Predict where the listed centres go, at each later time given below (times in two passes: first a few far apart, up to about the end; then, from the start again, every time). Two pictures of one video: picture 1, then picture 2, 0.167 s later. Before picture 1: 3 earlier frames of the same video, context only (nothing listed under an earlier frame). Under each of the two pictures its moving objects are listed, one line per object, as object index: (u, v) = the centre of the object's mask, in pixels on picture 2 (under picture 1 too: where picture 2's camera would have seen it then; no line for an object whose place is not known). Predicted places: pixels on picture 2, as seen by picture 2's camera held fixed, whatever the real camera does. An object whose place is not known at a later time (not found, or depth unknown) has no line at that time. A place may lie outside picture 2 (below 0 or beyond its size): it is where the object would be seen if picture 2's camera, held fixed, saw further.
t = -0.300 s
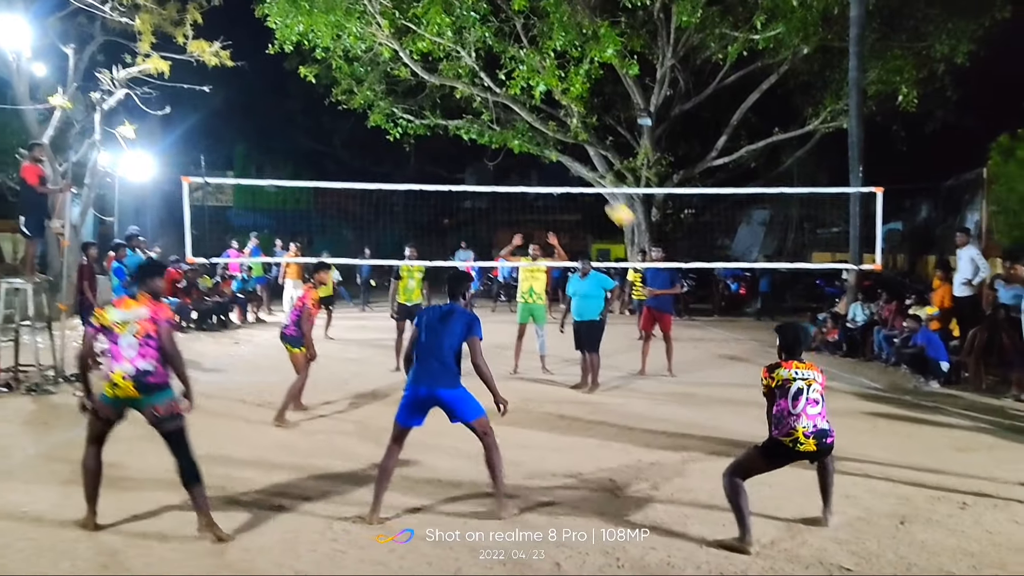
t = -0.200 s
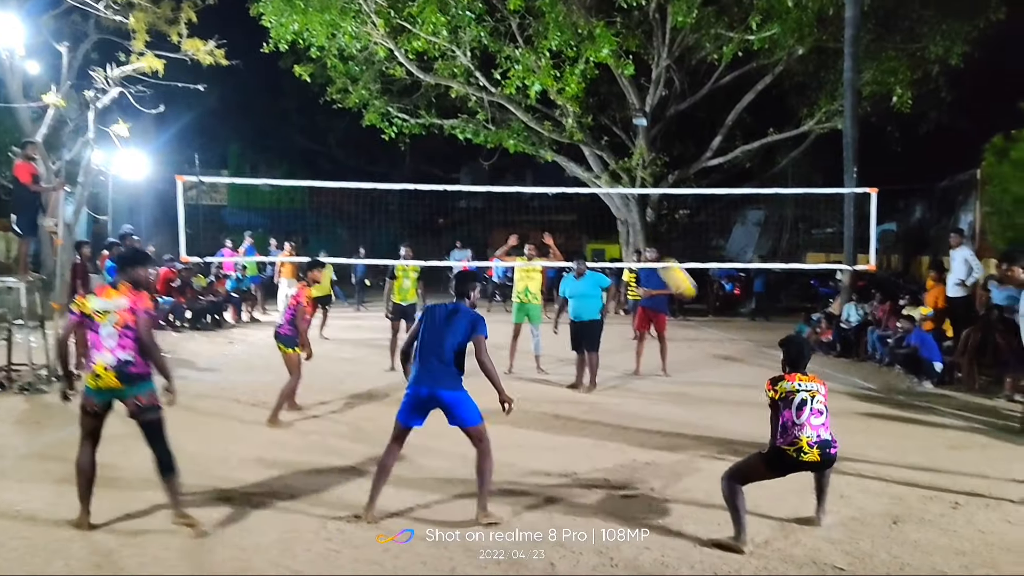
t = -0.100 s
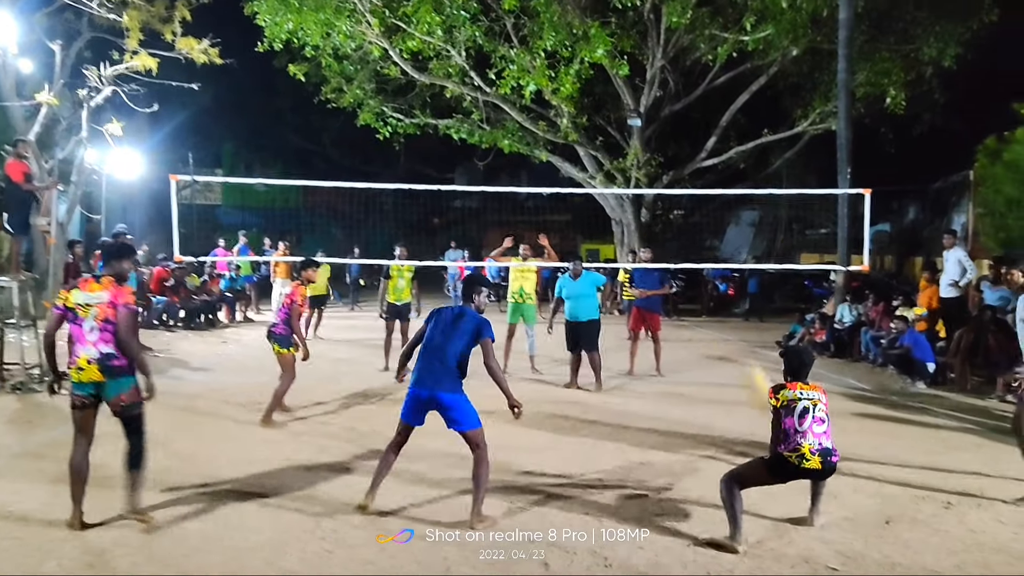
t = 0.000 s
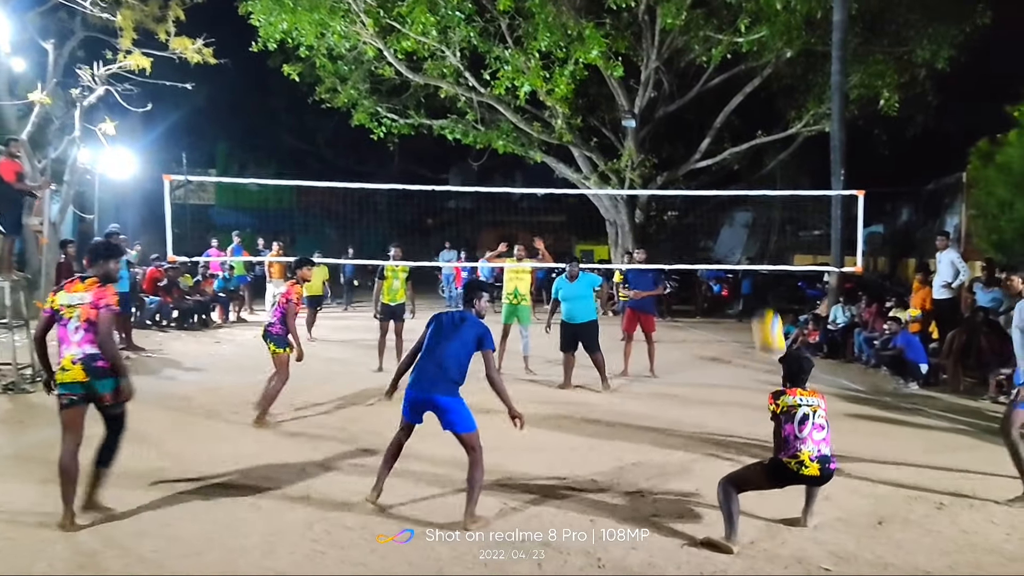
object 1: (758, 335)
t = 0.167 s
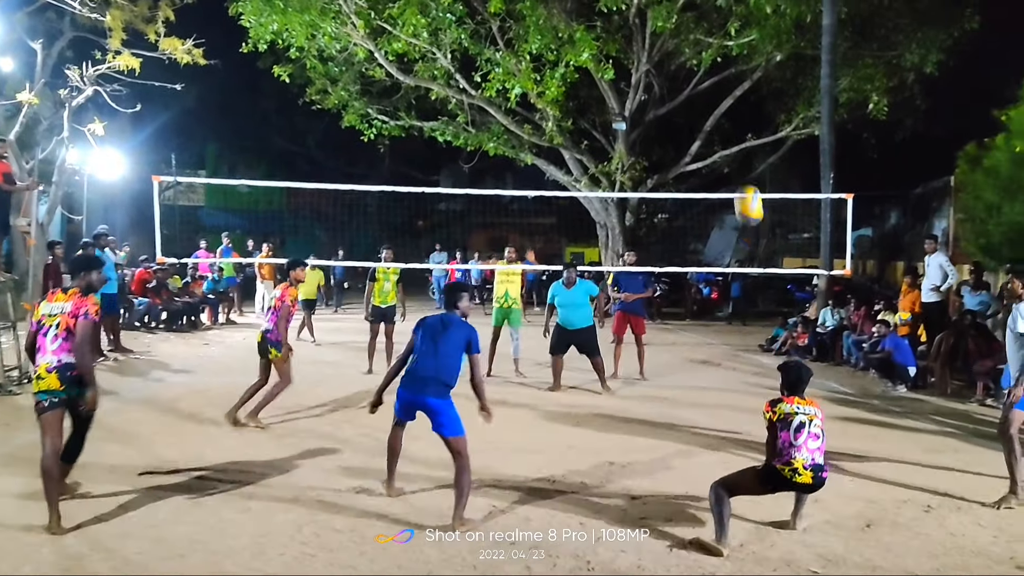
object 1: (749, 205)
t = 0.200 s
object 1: (747, 182)
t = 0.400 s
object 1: (739, 102)
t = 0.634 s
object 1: (730, 70)
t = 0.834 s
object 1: (724, 85)
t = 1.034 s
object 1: (717, 131)
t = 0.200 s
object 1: (747, 182)
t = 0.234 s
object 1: (746, 167)
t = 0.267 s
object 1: (744, 151)
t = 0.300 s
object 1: (743, 136)
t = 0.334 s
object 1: (741, 123)
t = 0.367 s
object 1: (740, 112)
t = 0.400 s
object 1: (739, 102)
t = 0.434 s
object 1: (737, 94)
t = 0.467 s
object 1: (736, 87)
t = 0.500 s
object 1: (735, 81)
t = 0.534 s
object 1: (734, 76)
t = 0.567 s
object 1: (732, 73)
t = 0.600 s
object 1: (731, 71)
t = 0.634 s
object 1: (730, 70)
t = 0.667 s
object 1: (729, 70)
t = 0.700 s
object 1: (728, 71)
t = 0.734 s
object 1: (727, 73)
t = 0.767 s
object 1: (726, 76)
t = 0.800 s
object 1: (725, 80)
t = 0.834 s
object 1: (724, 85)
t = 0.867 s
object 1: (723, 91)
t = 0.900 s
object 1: (721, 97)
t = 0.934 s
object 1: (720, 104)
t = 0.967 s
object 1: (719, 113)
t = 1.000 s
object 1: (718, 121)
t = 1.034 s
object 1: (717, 131)
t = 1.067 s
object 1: (716, 141)
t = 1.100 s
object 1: (715, 152)
